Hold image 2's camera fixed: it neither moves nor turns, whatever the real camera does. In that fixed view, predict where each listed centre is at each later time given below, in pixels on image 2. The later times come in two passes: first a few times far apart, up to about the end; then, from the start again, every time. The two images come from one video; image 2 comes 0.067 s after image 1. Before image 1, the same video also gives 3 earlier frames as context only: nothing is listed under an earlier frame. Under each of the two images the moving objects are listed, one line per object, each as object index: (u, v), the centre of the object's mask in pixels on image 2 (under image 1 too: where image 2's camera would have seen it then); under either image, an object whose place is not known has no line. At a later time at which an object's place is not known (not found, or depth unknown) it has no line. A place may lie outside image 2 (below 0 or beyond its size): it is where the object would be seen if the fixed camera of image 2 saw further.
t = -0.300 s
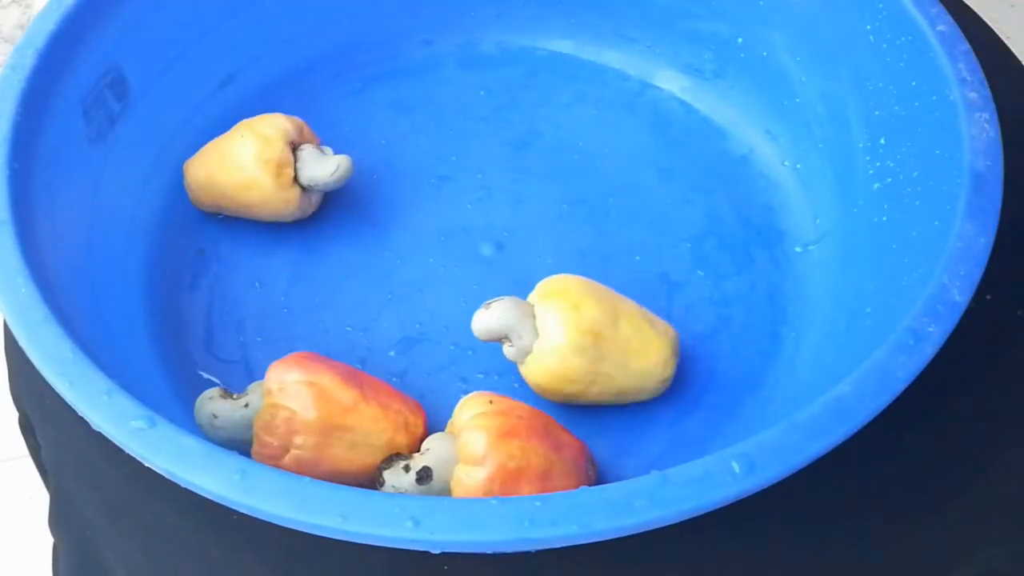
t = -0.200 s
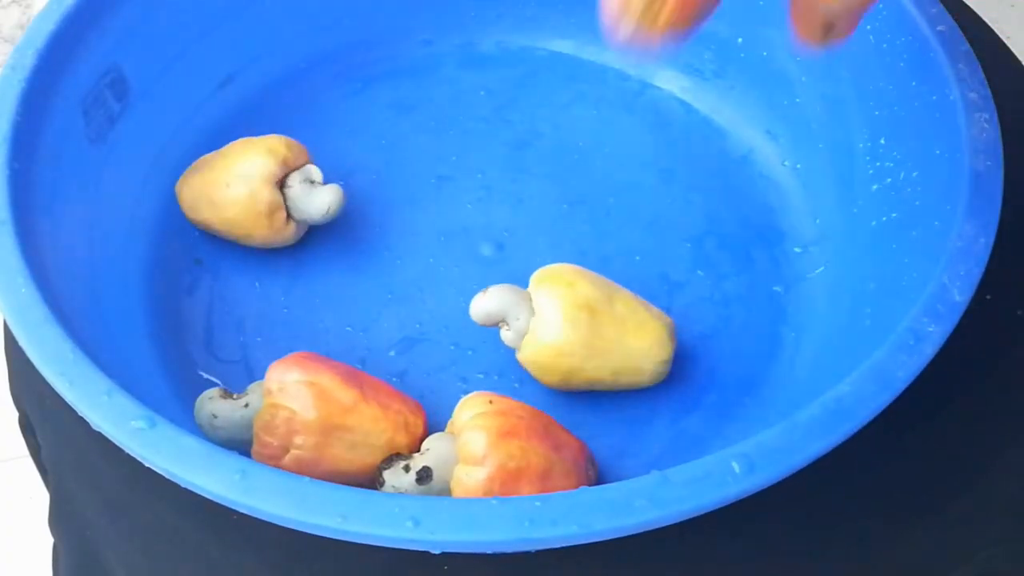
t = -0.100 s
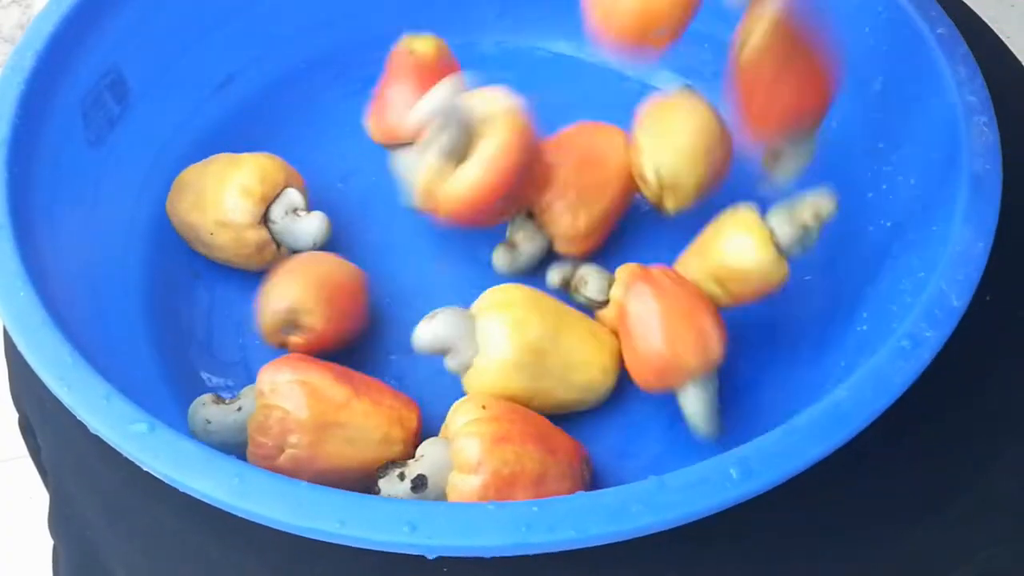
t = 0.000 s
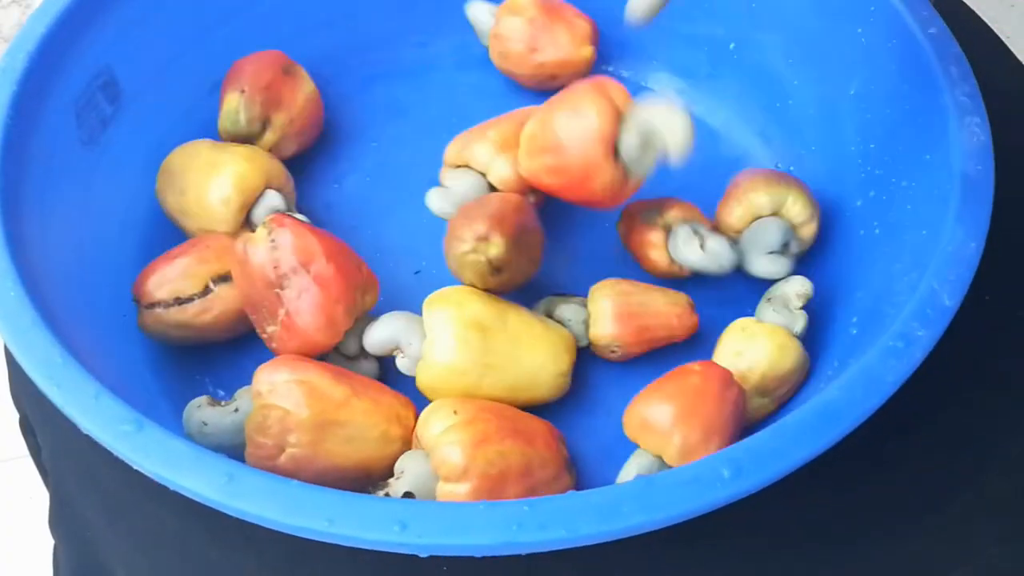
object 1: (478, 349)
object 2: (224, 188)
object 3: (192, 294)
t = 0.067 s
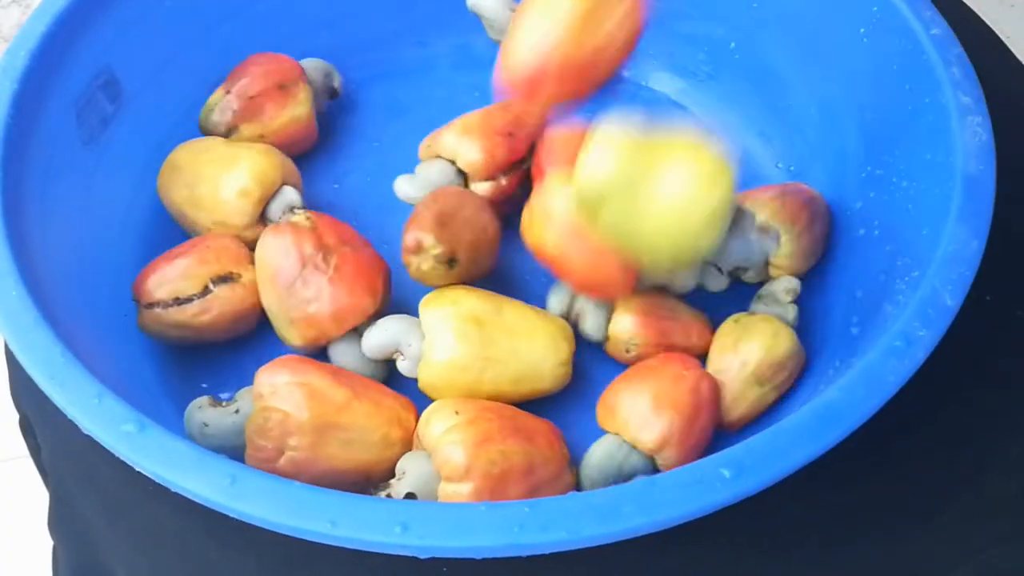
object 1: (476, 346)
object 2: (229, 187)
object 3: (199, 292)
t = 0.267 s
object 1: (466, 346)
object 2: (237, 183)
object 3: (189, 289)
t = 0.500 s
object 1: (471, 349)
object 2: (238, 182)
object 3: (189, 289)
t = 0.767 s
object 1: (471, 349)
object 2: (238, 182)
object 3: (189, 289)
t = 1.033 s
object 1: (471, 349)
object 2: (238, 182)
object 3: (189, 289)
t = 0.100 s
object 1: (456, 349)
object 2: (231, 184)
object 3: (185, 292)
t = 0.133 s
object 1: (454, 348)
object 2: (235, 185)
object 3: (186, 291)
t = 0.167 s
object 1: (449, 341)
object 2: (236, 183)
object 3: (187, 290)
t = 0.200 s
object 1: (446, 341)
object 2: (237, 184)
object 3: (188, 290)
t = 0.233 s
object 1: (456, 343)
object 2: (236, 183)
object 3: (189, 289)
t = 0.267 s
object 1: (466, 346)
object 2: (237, 183)
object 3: (189, 289)
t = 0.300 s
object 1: (470, 348)
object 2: (238, 182)
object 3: (189, 289)
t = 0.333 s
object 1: (471, 349)
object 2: (238, 182)
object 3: (189, 289)
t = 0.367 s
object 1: (471, 349)
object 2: (238, 182)
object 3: (189, 289)
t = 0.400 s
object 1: (471, 349)
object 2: (238, 182)
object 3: (189, 290)
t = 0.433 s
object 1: (471, 349)
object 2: (238, 182)
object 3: (189, 289)
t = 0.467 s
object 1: (471, 349)
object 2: (238, 182)
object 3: (189, 289)
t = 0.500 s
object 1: (471, 349)
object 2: (238, 182)
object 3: (189, 289)
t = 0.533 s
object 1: (471, 349)
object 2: (238, 182)
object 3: (189, 289)
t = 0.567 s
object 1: (471, 349)
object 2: (238, 182)
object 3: (189, 289)
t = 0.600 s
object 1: (472, 349)
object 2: (238, 182)
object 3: (189, 289)
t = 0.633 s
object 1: (471, 349)
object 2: (238, 182)
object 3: (189, 289)
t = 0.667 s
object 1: (471, 349)
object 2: (238, 182)
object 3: (189, 289)
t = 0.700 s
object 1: (471, 349)
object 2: (238, 182)
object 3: (189, 289)
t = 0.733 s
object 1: (471, 349)
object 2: (238, 182)
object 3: (189, 289)
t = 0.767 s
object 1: (471, 349)
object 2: (238, 182)
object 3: (189, 289)
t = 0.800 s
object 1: (471, 349)
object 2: (238, 182)
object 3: (189, 289)
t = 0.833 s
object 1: (471, 349)
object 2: (238, 182)
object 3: (189, 289)
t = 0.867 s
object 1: (471, 349)
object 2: (238, 182)
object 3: (189, 289)
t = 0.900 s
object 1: (471, 349)
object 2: (238, 182)
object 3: (189, 289)
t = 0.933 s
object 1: (471, 349)
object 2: (238, 182)
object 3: (189, 289)
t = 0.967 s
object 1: (471, 349)
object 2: (238, 182)
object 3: (189, 289)
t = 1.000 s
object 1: (471, 349)
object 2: (238, 182)
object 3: (189, 289)
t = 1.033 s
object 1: (471, 349)
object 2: (238, 182)
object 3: (189, 289)
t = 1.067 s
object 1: (471, 349)
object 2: (238, 182)
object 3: (189, 289)
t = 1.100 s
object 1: (471, 349)
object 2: (238, 182)
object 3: (189, 289)
